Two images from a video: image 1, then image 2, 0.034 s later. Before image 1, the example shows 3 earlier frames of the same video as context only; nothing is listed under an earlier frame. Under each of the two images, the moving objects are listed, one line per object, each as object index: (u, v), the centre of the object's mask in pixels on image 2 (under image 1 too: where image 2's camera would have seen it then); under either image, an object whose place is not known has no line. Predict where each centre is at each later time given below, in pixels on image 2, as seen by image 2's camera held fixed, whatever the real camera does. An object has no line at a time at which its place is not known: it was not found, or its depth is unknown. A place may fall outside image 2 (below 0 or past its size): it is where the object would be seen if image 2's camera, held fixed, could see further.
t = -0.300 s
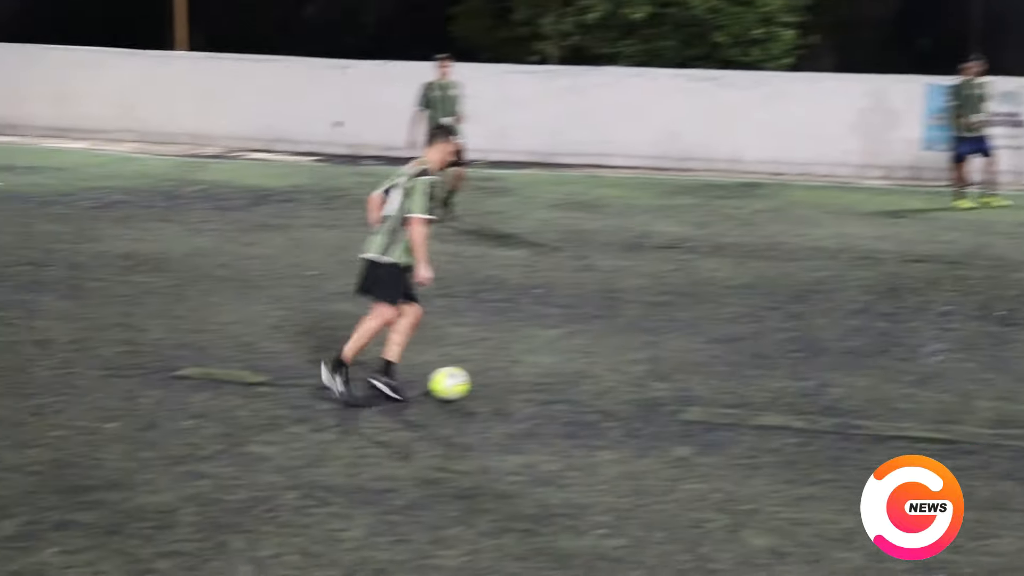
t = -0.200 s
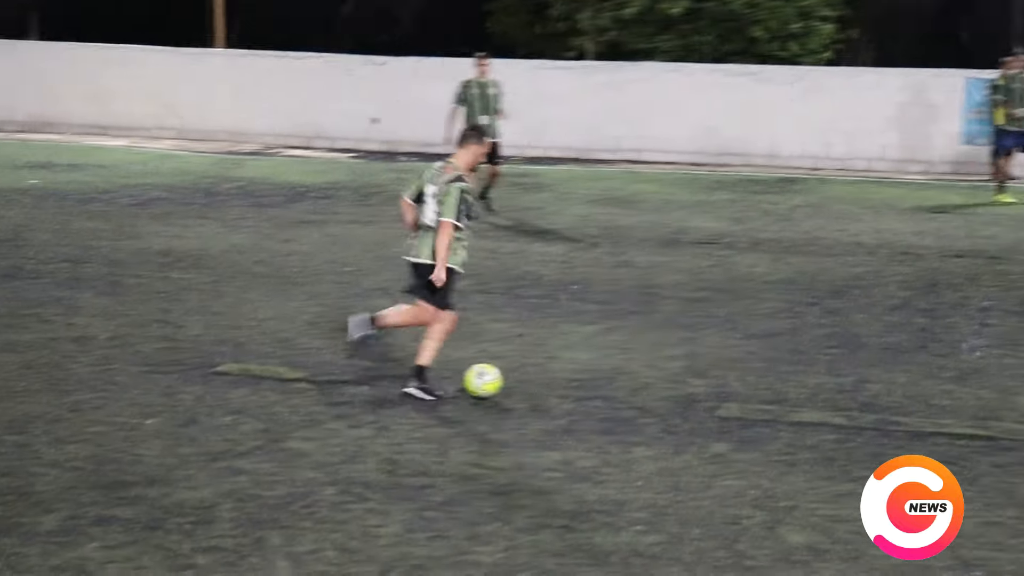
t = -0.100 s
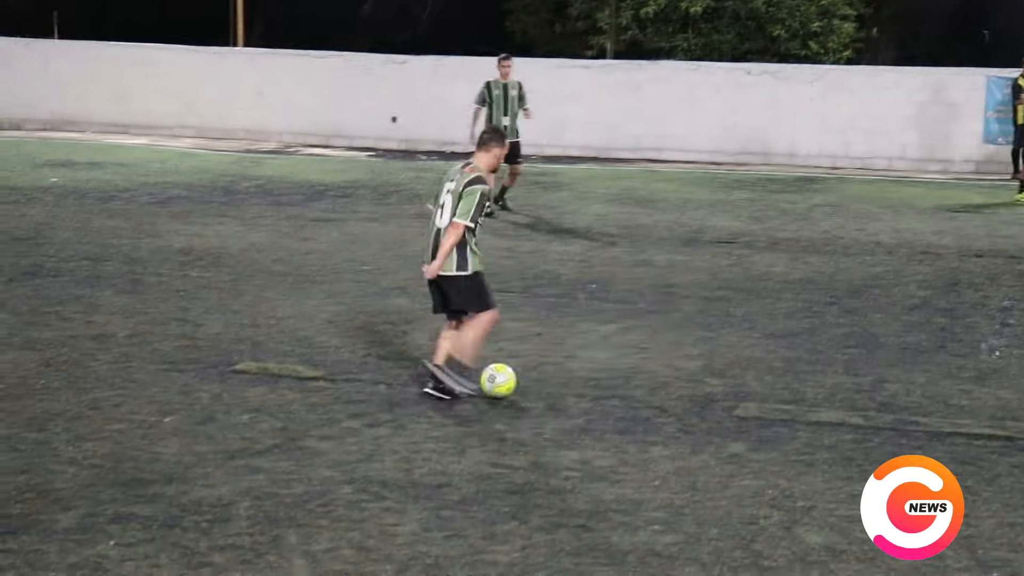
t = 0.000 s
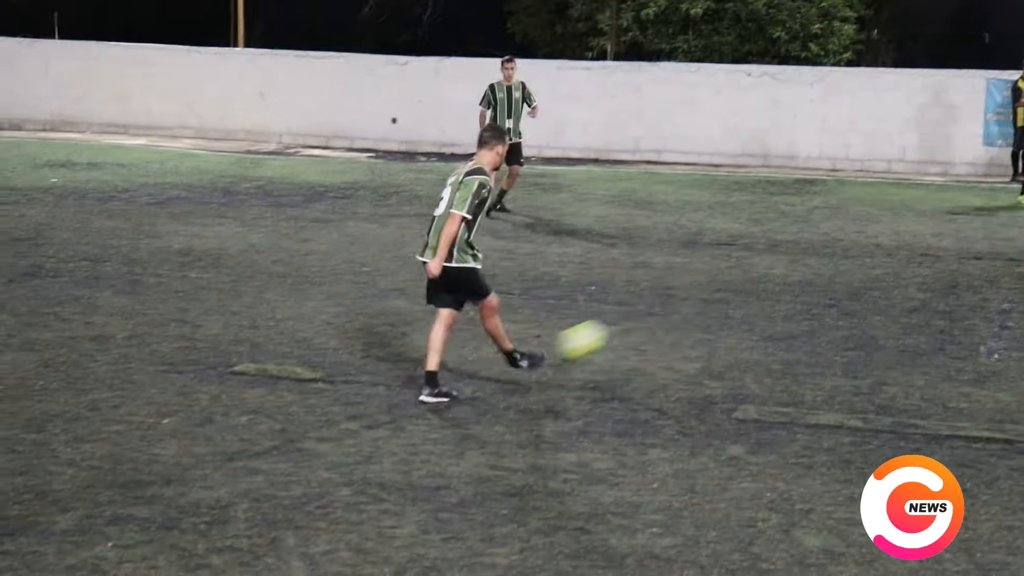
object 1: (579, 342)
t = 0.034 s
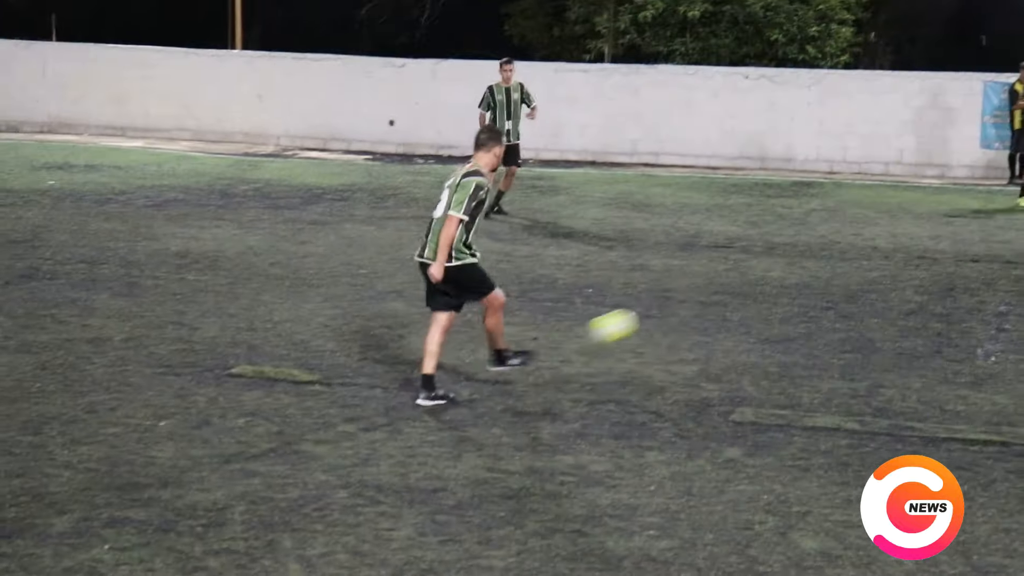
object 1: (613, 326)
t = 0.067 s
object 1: (643, 313)
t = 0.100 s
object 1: (674, 303)
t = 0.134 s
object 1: (701, 294)
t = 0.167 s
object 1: (726, 286)
